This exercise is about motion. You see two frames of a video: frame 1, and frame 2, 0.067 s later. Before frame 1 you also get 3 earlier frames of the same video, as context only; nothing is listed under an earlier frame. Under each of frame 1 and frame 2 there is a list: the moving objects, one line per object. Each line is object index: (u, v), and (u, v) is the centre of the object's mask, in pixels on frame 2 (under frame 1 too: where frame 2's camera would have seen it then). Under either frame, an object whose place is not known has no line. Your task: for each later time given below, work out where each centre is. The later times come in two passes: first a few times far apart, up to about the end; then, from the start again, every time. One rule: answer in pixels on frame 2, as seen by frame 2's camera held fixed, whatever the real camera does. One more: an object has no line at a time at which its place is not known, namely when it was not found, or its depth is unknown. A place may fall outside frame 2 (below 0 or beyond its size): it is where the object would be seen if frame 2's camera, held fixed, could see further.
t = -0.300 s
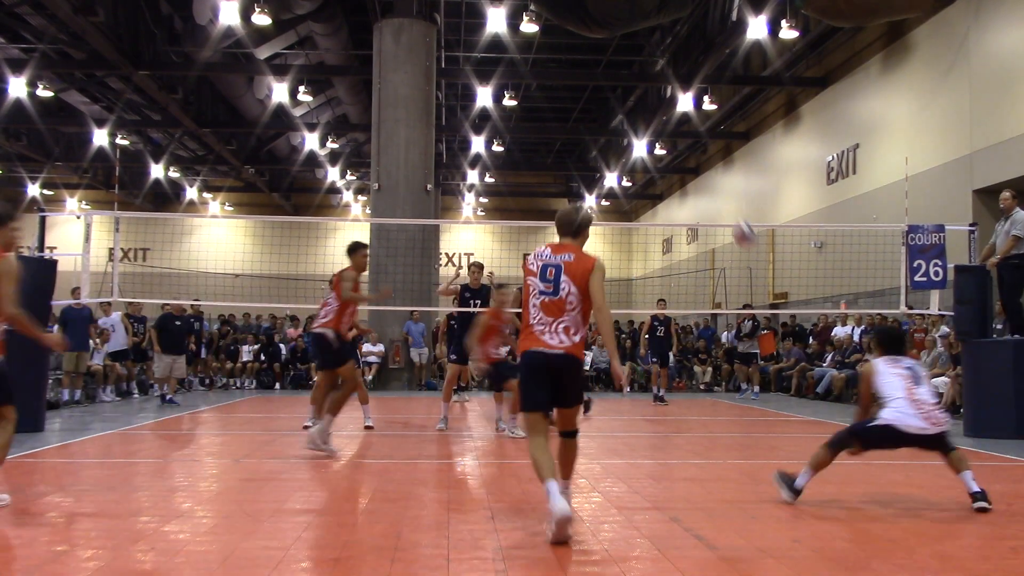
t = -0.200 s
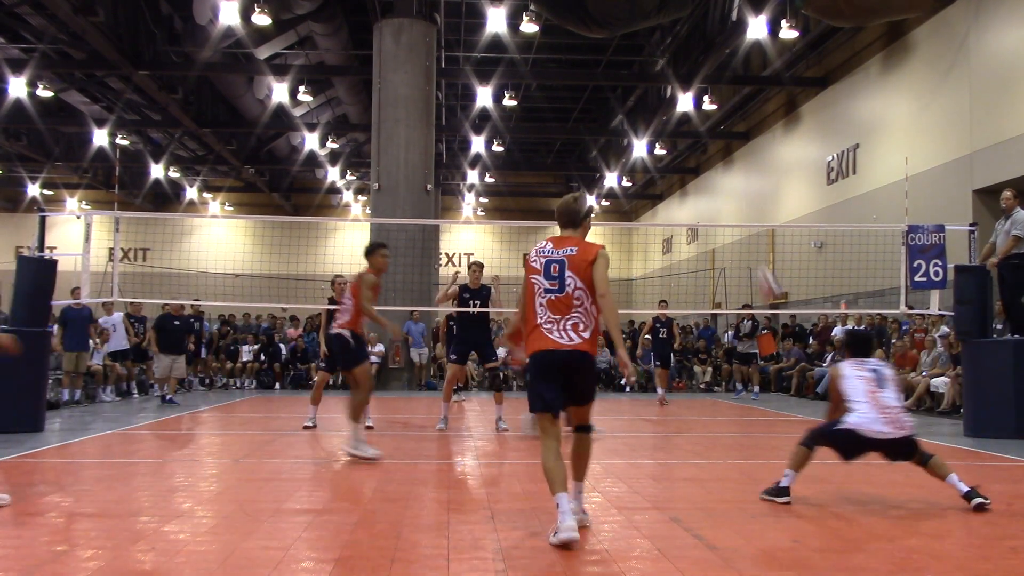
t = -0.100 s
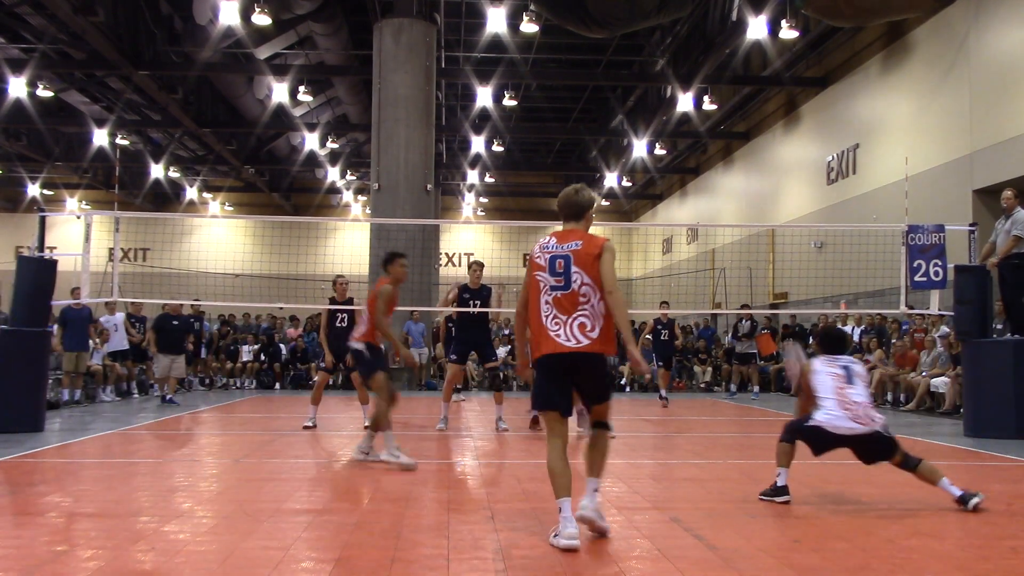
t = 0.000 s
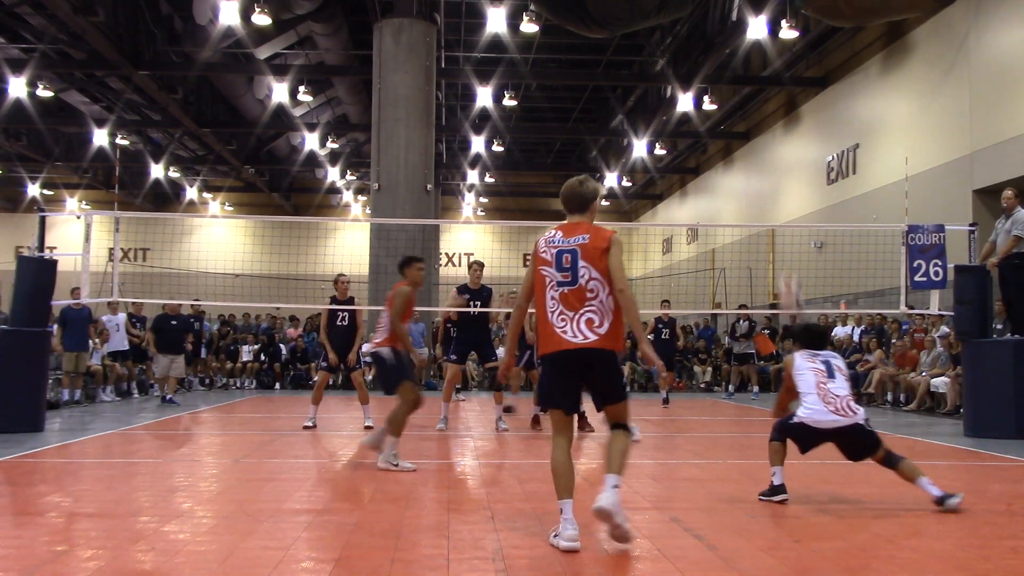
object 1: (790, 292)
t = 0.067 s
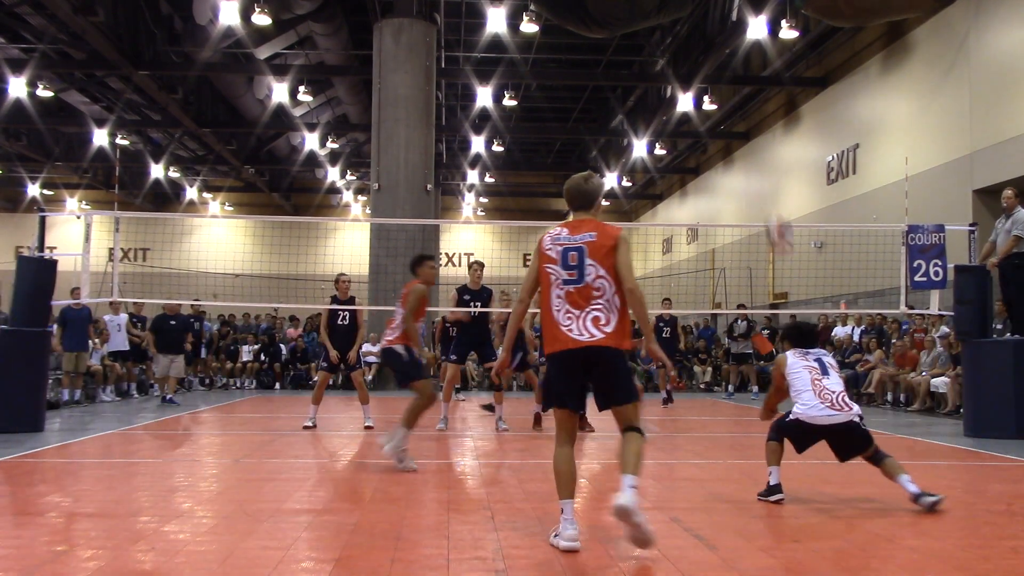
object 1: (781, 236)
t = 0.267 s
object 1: (755, 95)
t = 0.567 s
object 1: (727, 7)
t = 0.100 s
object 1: (774, 204)
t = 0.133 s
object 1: (771, 181)
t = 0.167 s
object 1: (765, 155)
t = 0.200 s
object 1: (762, 132)
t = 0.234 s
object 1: (758, 115)
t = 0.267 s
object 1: (755, 95)
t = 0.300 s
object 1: (751, 80)
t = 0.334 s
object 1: (748, 65)
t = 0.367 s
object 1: (744, 52)
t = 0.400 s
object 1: (739, 39)
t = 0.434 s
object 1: (737, 31)
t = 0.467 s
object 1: (735, 21)
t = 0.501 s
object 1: (733, 14)
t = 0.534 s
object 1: (729, 9)
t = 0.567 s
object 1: (727, 7)
